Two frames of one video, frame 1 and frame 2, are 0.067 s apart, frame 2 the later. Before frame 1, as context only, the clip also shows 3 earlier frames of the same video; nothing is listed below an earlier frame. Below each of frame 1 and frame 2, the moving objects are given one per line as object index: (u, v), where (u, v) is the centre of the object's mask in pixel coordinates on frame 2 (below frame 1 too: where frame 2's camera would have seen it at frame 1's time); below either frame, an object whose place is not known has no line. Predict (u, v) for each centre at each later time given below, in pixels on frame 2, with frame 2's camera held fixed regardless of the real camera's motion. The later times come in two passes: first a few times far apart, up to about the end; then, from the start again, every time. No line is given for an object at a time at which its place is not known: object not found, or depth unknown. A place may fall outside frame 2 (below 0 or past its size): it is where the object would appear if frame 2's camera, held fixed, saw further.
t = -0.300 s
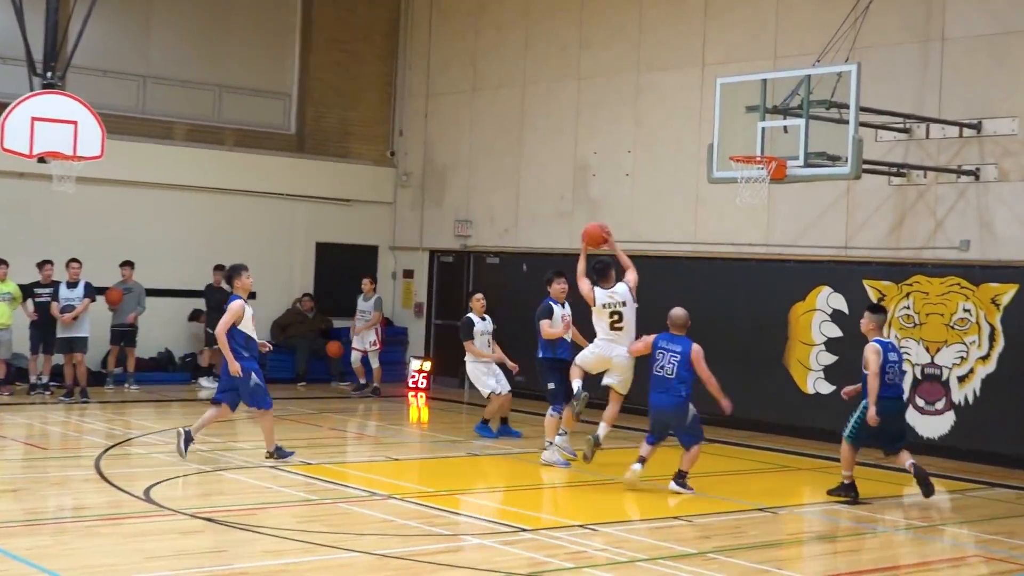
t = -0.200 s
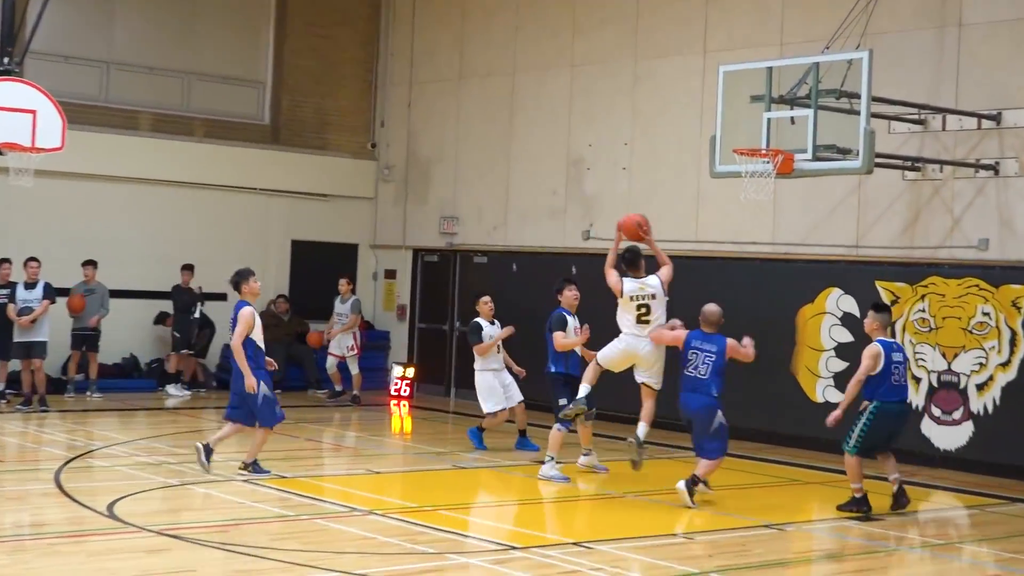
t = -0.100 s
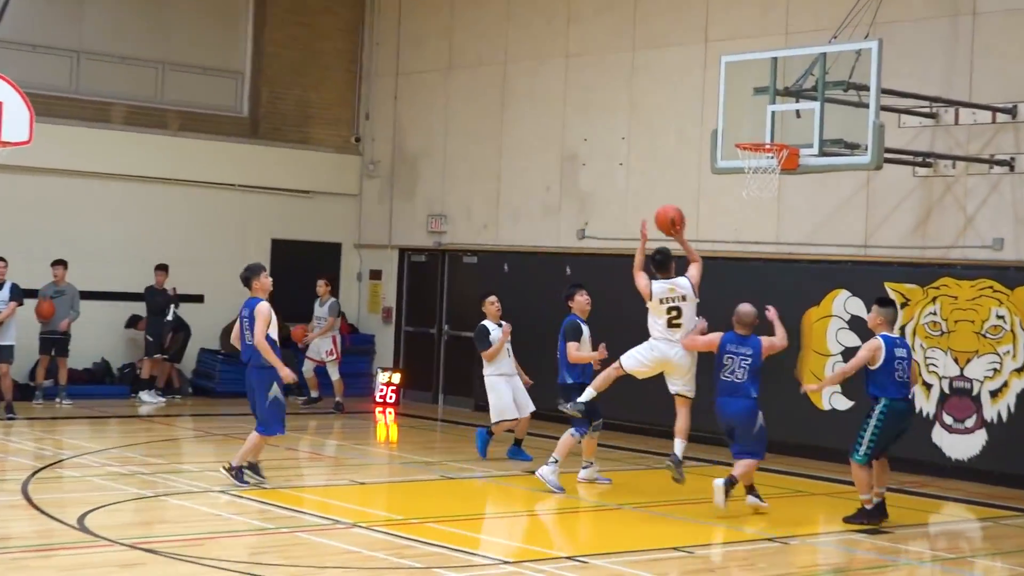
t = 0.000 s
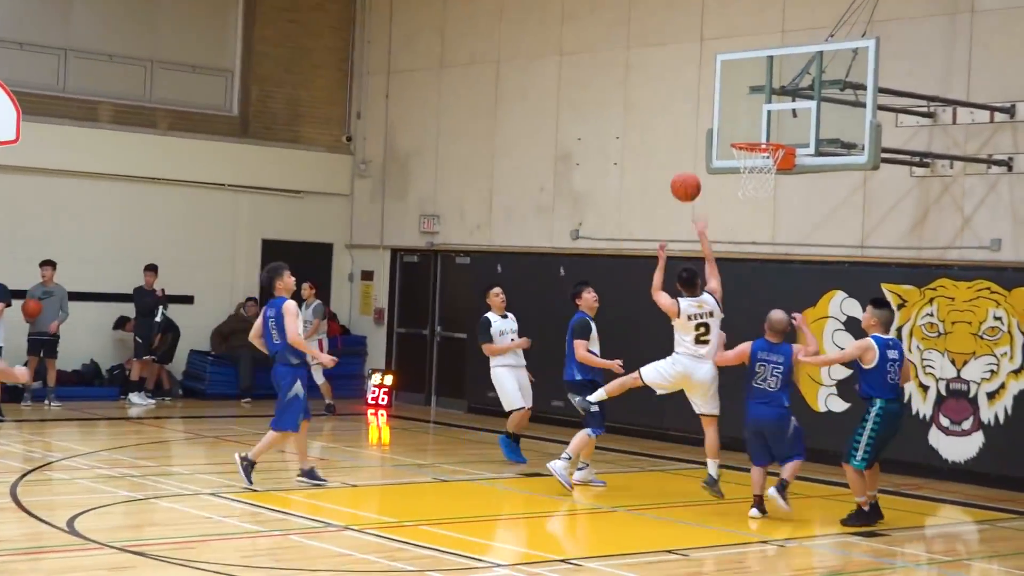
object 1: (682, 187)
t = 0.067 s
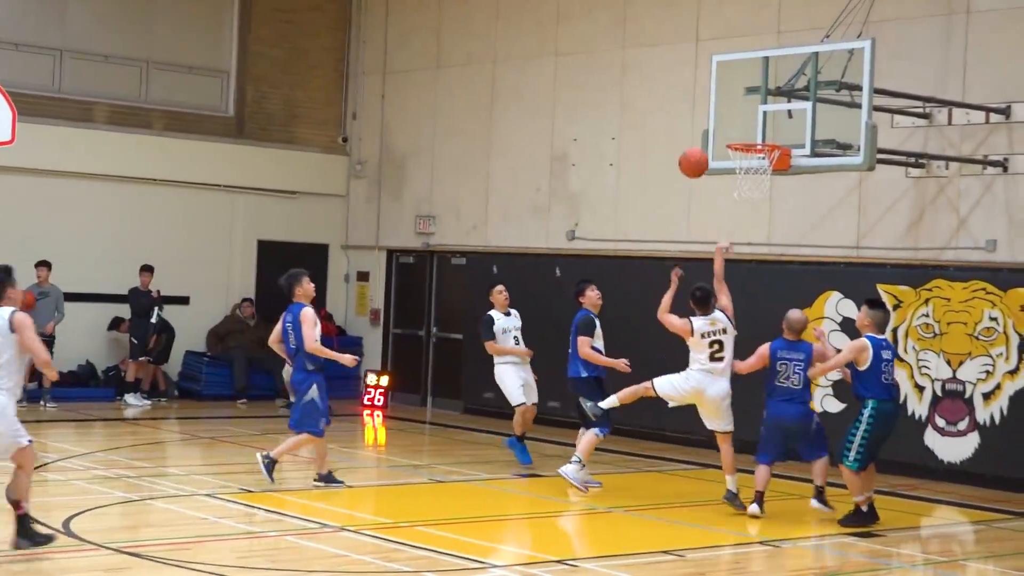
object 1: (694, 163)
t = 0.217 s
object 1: (717, 129)
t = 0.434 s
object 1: (748, 128)
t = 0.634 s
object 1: (764, 130)
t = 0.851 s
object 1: (763, 151)
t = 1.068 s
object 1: (761, 206)
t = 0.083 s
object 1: (696, 158)
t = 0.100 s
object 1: (699, 153)
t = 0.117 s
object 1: (702, 149)
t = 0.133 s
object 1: (704, 144)
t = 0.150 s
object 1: (707, 141)
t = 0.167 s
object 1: (709, 137)
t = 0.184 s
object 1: (712, 134)
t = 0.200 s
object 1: (715, 132)
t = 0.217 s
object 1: (717, 129)
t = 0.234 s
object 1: (719, 127)
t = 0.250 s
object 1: (722, 126)
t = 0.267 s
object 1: (725, 124)
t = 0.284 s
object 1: (727, 123)
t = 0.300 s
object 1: (729, 122)
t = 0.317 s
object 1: (732, 122)
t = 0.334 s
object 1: (734, 122)
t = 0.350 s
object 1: (737, 122)
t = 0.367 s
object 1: (739, 122)
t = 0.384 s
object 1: (741, 123)
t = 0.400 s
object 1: (744, 125)
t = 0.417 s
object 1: (746, 126)
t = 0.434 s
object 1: (748, 128)
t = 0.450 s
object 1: (750, 129)
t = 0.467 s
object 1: (751, 127)
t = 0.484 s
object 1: (753, 126)
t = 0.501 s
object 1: (754, 125)
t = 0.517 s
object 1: (755, 125)
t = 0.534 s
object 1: (756, 125)
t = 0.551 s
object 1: (758, 125)
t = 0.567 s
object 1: (759, 125)
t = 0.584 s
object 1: (760, 126)
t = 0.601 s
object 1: (761, 127)
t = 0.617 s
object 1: (762, 129)
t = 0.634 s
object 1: (764, 130)
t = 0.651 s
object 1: (764, 131)
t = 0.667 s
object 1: (765, 132)
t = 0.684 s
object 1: (765, 132)
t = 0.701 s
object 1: (765, 132)
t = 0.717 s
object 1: (765, 133)
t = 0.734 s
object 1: (765, 133)
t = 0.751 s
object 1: (765, 134)
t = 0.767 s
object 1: (765, 135)
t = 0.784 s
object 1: (765, 136)
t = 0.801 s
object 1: (765, 137)
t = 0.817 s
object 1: (766, 139)
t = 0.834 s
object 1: (766, 140)
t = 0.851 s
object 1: (763, 151)
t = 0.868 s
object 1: (764, 155)
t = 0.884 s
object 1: (764, 158)
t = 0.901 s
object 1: (764, 160)
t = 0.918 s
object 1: (765, 166)
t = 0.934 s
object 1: (764, 171)
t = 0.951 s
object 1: (764, 175)
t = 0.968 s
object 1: (764, 179)
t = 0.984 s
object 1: (764, 183)
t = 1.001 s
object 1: (764, 186)
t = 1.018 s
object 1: (763, 192)
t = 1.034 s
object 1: (762, 196)
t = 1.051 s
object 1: (762, 201)
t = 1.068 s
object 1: (761, 206)
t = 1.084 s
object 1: (761, 212)
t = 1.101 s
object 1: (760, 218)
